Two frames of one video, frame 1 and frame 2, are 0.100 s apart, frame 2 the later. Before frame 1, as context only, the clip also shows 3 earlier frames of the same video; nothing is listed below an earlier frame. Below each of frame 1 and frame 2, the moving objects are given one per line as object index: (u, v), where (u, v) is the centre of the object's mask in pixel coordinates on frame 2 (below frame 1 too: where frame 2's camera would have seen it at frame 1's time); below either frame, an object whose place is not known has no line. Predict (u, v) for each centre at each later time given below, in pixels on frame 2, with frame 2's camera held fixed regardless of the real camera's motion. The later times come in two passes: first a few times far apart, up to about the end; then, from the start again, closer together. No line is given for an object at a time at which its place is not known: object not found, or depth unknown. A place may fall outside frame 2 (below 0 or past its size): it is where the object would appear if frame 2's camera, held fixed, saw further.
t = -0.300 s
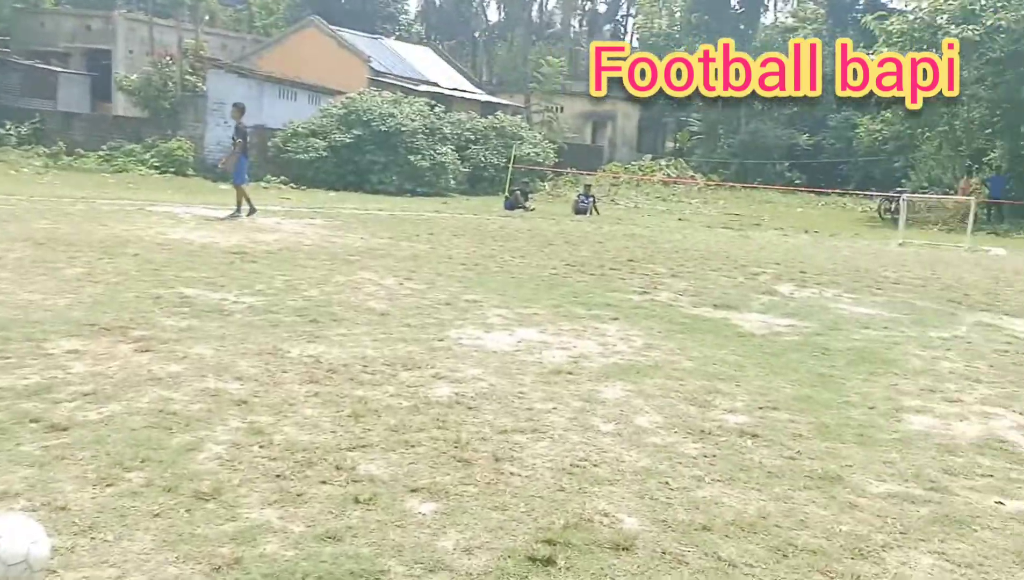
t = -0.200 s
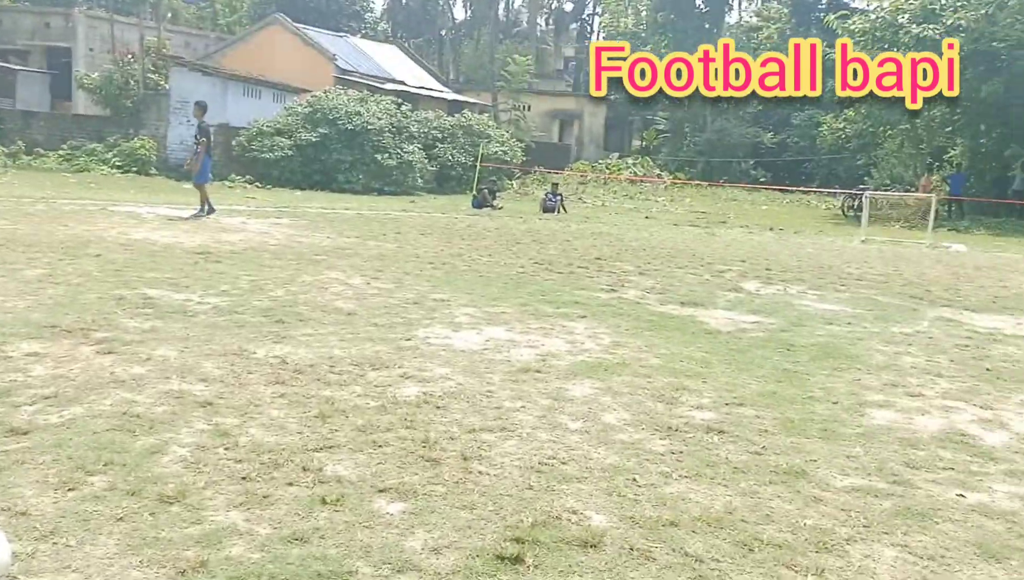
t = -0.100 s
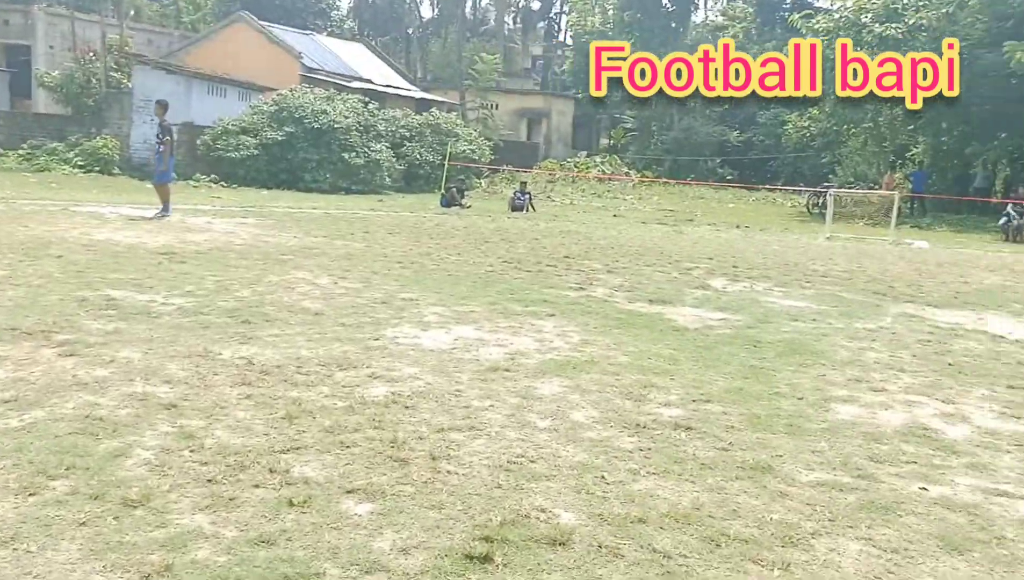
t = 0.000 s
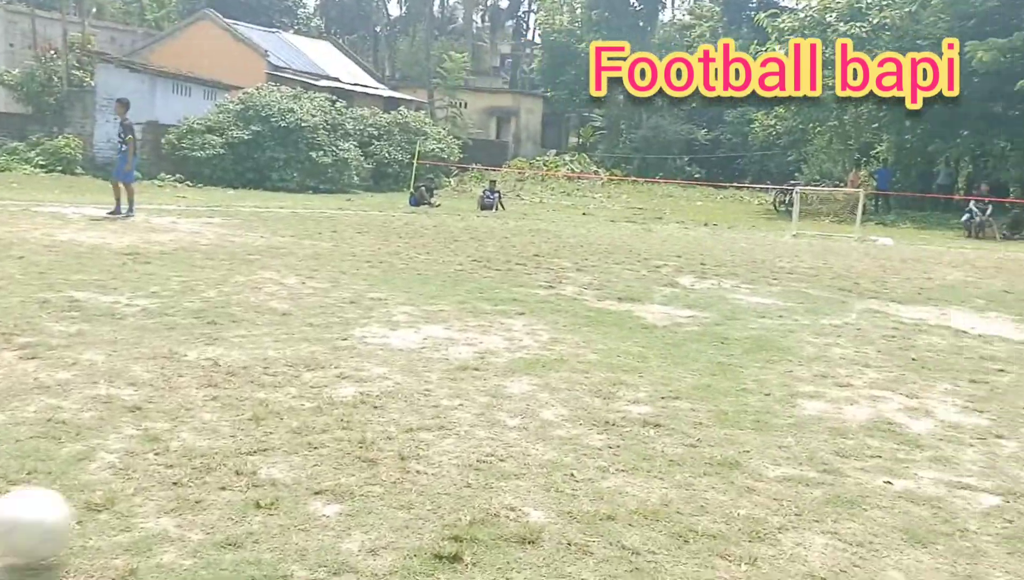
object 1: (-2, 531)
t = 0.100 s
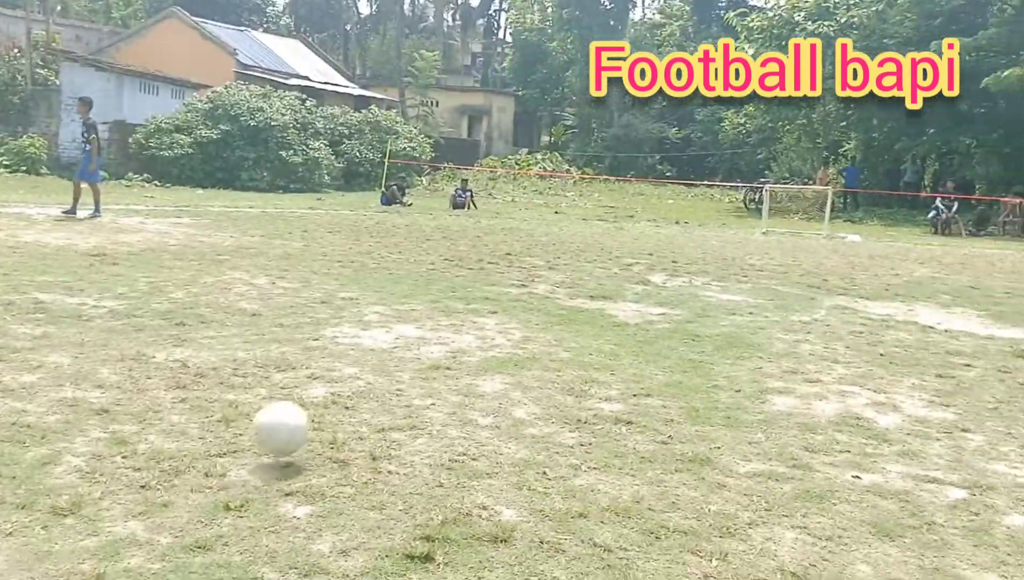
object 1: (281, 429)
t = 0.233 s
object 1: (472, 341)
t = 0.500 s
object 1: (655, 315)
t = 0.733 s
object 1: (724, 275)
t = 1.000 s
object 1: (774, 273)
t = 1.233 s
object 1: (808, 265)
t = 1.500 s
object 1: (837, 254)
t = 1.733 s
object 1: (856, 245)
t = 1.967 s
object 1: (871, 244)
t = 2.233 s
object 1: (885, 239)
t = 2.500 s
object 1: (895, 235)
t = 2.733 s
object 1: (904, 230)
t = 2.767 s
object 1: (905, 229)
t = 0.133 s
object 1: (339, 398)
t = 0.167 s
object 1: (389, 373)
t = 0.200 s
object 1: (434, 354)
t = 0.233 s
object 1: (472, 341)
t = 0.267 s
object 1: (505, 332)
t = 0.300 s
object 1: (534, 325)
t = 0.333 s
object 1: (561, 319)
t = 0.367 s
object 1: (584, 317)
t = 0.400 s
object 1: (604, 318)
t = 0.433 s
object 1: (624, 319)
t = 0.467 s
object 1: (640, 323)
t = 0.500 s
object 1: (655, 315)
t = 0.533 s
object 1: (666, 304)
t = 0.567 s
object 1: (677, 294)
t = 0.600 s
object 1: (689, 288)
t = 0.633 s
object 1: (698, 283)
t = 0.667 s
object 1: (707, 278)
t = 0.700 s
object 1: (715, 277)
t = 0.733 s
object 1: (724, 275)
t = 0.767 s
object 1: (731, 275)
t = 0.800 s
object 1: (738, 277)
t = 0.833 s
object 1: (745, 278)
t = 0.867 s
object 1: (751, 283)
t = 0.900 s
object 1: (757, 283)
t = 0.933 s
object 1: (764, 278)
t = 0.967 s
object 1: (769, 275)
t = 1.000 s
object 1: (774, 273)
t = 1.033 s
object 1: (780, 272)
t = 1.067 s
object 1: (784, 273)
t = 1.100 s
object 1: (789, 272)
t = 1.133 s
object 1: (794, 271)
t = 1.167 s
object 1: (799, 269)
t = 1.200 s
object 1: (803, 267)
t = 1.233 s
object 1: (808, 265)
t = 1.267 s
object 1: (812, 265)
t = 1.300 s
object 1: (816, 263)
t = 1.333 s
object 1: (819, 263)
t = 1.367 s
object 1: (823, 262)
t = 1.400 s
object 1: (827, 260)
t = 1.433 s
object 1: (830, 259)
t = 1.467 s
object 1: (834, 256)
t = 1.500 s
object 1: (837, 254)
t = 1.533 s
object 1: (841, 255)
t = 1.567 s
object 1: (843, 254)
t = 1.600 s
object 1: (846, 254)
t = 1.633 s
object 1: (848, 251)
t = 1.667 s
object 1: (851, 249)
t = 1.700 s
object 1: (855, 244)
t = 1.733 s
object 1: (856, 245)
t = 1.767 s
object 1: (857, 244)
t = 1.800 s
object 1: (860, 244)
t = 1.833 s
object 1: (862, 245)
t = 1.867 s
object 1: (865, 247)
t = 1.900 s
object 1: (867, 245)
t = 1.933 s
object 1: (869, 244)
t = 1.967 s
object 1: (871, 244)
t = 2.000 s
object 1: (873, 243)
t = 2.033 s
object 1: (875, 243)
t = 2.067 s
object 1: (877, 242)
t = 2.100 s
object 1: (879, 240)
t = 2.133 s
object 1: (880, 239)
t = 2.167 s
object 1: (882, 239)
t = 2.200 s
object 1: (884, 239)
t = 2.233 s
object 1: (885, 239)
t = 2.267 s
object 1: (887, 239)
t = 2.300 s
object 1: (888, 239)
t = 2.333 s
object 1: (890, 237)
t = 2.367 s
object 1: (891, 236)
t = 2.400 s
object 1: (892, 235)
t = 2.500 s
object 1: (895, 235)
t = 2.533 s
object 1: (897, 234)
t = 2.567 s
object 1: (898, 232)
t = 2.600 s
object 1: (899, 231)
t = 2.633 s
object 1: (900, 232)
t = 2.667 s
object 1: (901, 231)
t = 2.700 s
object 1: (902, 231)
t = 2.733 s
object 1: (904, 230)
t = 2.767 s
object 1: (905, 229)
